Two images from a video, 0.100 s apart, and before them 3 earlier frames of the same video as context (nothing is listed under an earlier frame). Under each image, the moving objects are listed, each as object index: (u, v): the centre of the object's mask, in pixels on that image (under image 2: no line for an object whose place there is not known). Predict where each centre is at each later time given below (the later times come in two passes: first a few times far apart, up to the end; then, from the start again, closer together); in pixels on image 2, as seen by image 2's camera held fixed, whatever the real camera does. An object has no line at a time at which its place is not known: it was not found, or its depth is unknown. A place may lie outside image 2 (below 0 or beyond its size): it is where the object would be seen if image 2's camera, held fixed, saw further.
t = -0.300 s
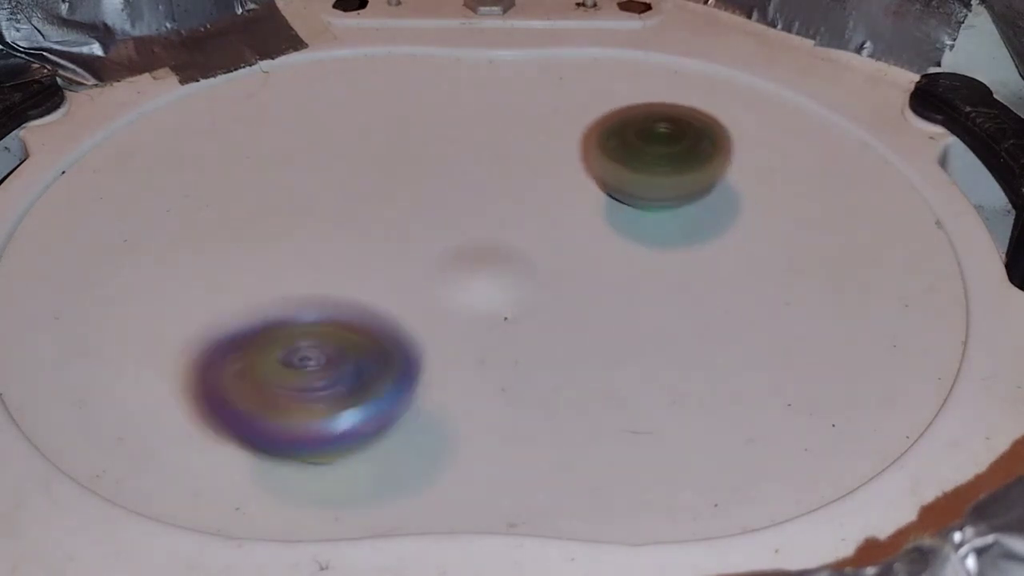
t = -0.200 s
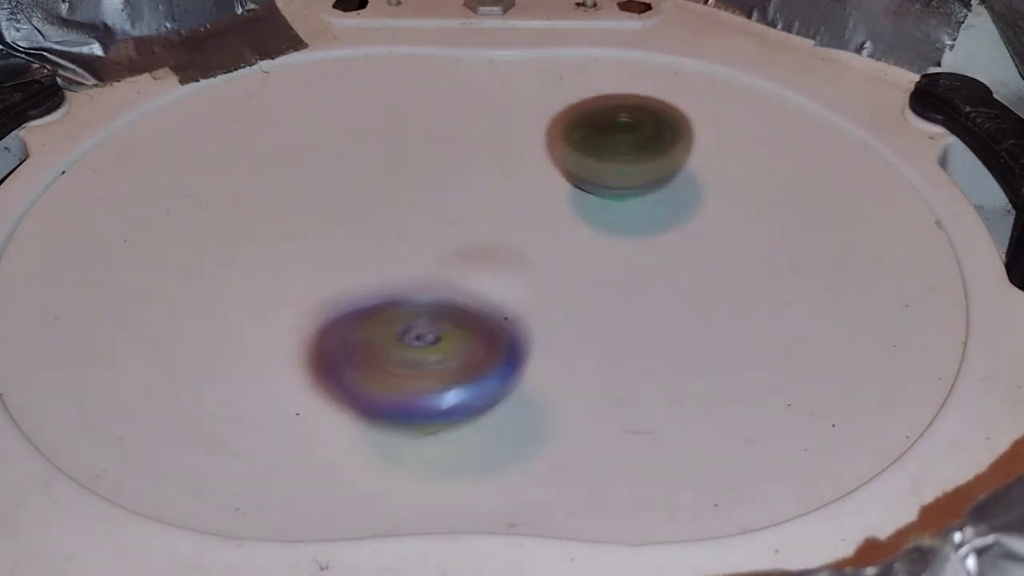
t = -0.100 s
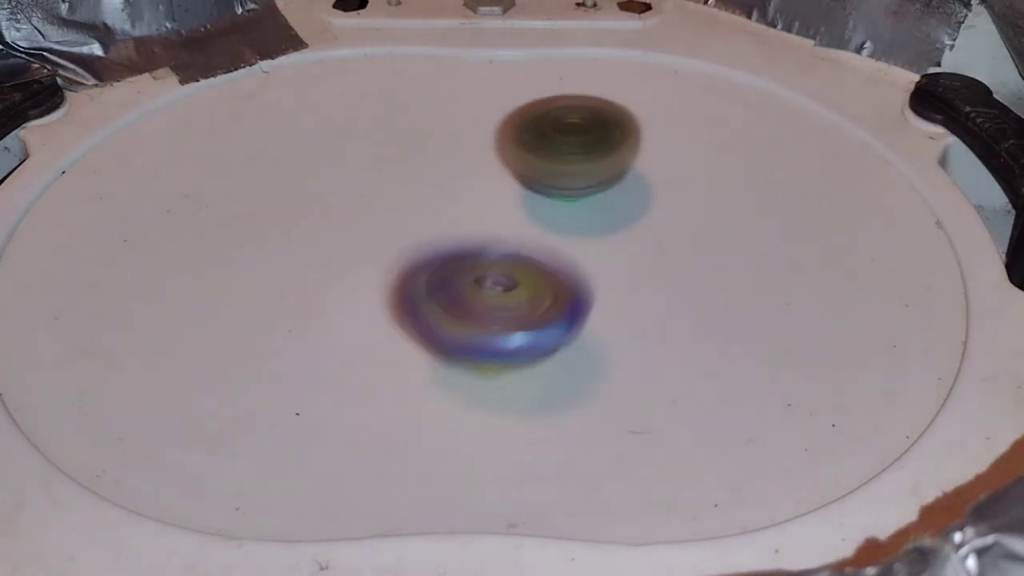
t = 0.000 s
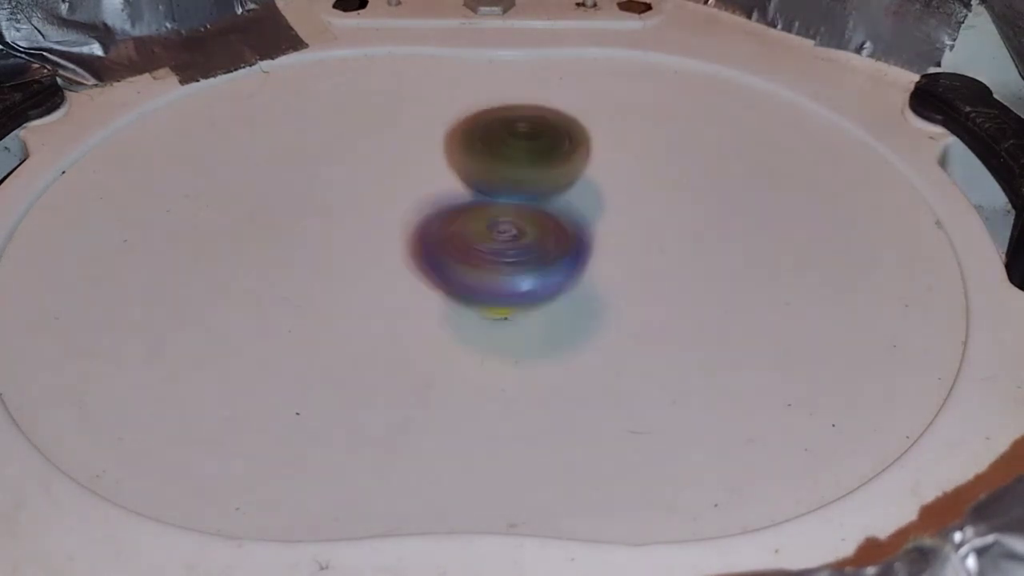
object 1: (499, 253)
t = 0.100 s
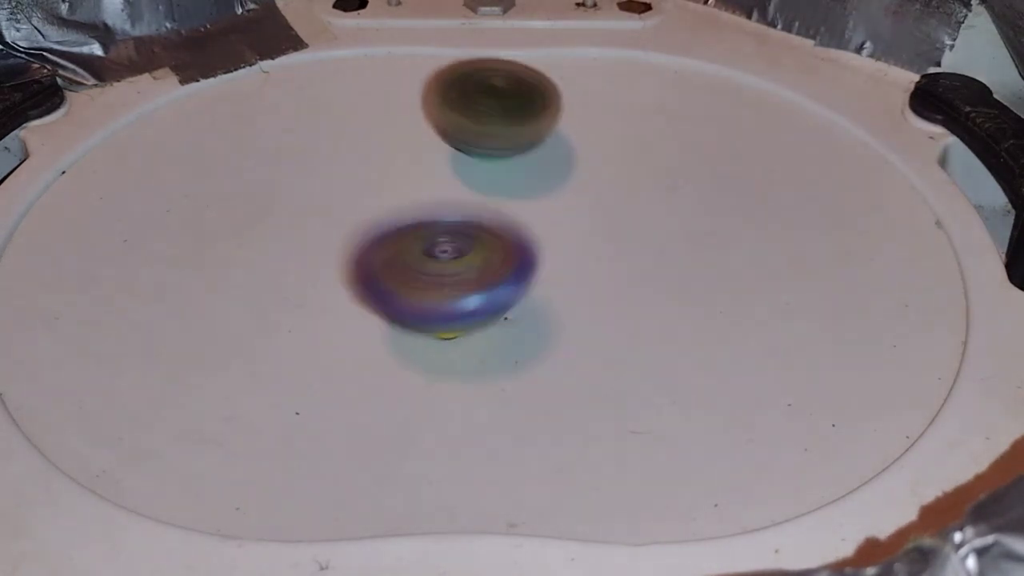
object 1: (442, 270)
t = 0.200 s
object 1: (394, 278)
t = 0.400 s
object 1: (363, 279)
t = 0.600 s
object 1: (370, 245)
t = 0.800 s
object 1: (447, 305)
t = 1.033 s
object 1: (636, 274)
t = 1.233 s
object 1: (610, 181)
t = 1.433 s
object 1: (545, 131)
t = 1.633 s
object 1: (523, 143)
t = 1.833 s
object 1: (573, 186)
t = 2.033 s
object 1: (650, 193)
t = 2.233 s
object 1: (630, 187)
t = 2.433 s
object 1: (625, 116)
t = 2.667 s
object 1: (507, 137)
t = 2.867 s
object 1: (575, 159)
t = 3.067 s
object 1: (674, 161)
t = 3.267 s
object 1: (744, 181)
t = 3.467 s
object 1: (731, 221)
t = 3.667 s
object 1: (639, 256)
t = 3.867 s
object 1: (523, 266)
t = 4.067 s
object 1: (423, 237)
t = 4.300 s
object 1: (358, 180)
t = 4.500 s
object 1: (359, 129)
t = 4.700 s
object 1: (386, 103)
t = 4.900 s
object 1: (426, 126)
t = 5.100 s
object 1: (464, 172)
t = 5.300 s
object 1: (579, 159)
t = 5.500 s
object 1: (596, 193)
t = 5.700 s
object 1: (560, 224)
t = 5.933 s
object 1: (517, 252)
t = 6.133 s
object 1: (513, 259)
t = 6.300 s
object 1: (505, 257)
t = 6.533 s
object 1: (517, 250)
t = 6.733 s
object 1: (519, 248)
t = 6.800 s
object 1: (516, 251)
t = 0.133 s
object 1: (425, 271)
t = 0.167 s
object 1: (407, 273)
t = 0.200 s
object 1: (394, 278)
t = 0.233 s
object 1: (380, 278)
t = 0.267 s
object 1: (373, 280)
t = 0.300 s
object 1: (365, 280)
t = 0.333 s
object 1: (363, 282)
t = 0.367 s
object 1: (362, 280)
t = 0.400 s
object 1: (363, 279)
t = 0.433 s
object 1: (368, 275)
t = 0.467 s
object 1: (368, 271)
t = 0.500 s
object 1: (372, 265)
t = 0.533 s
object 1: (371, 260)
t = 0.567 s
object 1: (370, 254)
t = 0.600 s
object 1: (370, 245)
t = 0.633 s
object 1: (366, 238)
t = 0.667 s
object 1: (370, 260)
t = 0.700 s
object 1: (379, 278)
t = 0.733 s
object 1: (397, 290)
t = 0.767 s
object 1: (419, 300)
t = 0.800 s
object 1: (447, 305)
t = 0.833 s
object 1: (478, 310)
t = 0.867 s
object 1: (509, 311)
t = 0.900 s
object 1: (541, 311)
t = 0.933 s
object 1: (572, 309)
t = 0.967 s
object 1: (599, 300)
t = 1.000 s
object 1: (622, 288)
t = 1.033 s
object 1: (636, 274)
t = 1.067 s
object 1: (644, 258)
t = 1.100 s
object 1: (646, 240)
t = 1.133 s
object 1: (643, 224)
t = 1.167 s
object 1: (636, 209)
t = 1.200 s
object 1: (626, 195)
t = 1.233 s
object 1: (610, 181)
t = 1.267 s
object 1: (593, 169)
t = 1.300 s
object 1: (582, 160)
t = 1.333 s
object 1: (585, 154)
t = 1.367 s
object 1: (580, 146)
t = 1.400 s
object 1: (560, 134)
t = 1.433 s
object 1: (545, 131)
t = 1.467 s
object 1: (529, 133)
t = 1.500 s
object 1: (527, 133)
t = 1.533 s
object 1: (526, 131)
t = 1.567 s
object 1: (523, 133)
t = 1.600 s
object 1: (522, 136)
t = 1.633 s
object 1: (523, 143)
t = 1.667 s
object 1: (525, 150)
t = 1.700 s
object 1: (529, 158)
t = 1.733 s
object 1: (537, 166)
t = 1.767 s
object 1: (547, 174)
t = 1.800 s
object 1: (559, 180)
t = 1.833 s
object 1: (573, 186)
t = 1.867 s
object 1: (588, 191)
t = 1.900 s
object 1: (603, 194)
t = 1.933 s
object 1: (618, 195)
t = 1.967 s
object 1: (633, 195)
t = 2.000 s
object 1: (643, 194)
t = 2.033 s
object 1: (650, 193)
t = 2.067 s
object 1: (652, 190)
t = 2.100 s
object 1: (655, 189)
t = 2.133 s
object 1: (650, 189)
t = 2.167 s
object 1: (645, 188)
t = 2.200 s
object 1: (638, 190)
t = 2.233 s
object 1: (630, 187)
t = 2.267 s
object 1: (644, 169)
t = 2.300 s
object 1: (650, 156)
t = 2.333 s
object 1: (647, 144)
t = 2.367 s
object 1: (643, 132)
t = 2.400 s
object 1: (636, 123)
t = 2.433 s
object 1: (625, 116)
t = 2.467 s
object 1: (610, 110)
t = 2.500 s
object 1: (593, 108)
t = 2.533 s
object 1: (574, 109)
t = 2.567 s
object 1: (556, 112)
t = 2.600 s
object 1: (538, 119)
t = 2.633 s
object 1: (521, 127)
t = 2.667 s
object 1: (507, 137)
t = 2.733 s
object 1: (483, 161)
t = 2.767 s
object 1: (478, 172)
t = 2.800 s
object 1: (520, 165)
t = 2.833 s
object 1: (553, 162)
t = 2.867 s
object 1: (575, 159)
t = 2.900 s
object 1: (592, 160)
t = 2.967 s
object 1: (627, 159)
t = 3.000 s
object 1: (643, 158)
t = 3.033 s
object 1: (659, 160)
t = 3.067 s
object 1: (674, 161)
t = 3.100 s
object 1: (690, 163)
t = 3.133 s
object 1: (703, 167)
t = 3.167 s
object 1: (716, 169)
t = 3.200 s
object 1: (726, 172)
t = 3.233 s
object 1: (736, 176)
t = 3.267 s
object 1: (744, 181)
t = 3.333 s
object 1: (751, 193)
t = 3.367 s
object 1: (749, 201)
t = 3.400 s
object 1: (746, 207)
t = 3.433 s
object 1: (739, 214)
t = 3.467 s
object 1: (731, 221)
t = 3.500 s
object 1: (718, 228)
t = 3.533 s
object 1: (703, 234)
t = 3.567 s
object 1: (690, 240)
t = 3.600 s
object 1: (675, 245)
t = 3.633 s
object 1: (656, 251)
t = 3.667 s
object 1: (639, 256)
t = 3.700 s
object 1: (620, 262)
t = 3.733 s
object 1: (600, 265)
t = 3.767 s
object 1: (581, 267)
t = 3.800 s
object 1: (561, 265)
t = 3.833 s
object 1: (541, 267)
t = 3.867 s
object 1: (523, 266)
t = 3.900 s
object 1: (504, 265)
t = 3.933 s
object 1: (486, 262)
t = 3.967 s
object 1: (469, 258)
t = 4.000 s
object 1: (453, 252)
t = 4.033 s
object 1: (438, 247)
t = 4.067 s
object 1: (423, 237)
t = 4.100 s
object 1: (411, 230)
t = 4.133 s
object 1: (398, 222)
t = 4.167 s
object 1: (386, 214)
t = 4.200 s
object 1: (378, 205)
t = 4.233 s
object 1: (372, 197)
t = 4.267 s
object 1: (365, 188)
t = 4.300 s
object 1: (358, 180)
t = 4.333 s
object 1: (356, 170)
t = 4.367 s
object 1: (355, 161)
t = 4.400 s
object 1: (356, 153)
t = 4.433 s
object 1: (355, 146)
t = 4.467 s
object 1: (356, 137)
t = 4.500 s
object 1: (359, 129)
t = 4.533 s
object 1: (361, 122)
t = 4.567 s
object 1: (365, 117)
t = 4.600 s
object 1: (371, 111)
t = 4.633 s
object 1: (375, 107)
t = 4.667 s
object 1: (379, 104)
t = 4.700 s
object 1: (386, 103)
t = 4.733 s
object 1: (391, 102)
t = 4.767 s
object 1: (398, 102)
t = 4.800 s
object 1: (404, 106)
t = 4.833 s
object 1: (412, 111)
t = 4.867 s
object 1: (418, 118)
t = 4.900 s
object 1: (426, 126)
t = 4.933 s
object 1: (434, 131)
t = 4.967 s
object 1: (440, 138)
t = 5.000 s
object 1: (447, 146)
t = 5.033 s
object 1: (453, 155)
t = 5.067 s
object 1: (459, 163)
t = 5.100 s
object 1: (464, 172)
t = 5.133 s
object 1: (470, 179)
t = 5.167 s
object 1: (505, 167)
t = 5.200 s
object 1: (536, 159)
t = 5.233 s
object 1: (554, 154)
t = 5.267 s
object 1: (571, 154)
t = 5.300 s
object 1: (579, 159)
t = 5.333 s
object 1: (585, 164)
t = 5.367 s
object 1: (590, 168)
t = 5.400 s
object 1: (595, 173)
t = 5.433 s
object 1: (597, 180)
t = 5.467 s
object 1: (598, 187)
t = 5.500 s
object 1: (596, 193)
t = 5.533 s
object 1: (593, 200)
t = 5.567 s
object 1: (588, 206)
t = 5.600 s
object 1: (582, 212)
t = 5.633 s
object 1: (573, 218)
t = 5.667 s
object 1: (563, 223)
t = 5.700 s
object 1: (560, 224)
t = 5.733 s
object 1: (566, 236)
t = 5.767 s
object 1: (569, 239)
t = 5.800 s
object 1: (555, 243)
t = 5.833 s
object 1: (547, 249)
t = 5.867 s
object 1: (537, 251)
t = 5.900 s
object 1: (530, 253)
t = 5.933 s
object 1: (517, 252)
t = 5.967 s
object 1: (505, 250)
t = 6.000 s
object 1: (501, 249)
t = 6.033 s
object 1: (507, 254)
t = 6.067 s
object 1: (502, 259)
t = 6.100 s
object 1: (501, 258)
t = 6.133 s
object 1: (513, 259)
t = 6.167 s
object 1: (514, 261)
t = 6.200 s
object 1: (506, 257)
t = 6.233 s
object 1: (510, 253)
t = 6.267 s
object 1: (511, 257)
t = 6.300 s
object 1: (505, 257)
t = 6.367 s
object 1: (509, 257)
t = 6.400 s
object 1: (511, 256)
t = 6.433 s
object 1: (517, 252)
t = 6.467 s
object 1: (521, 254)
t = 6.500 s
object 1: (518, 251)
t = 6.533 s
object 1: (517, 250)
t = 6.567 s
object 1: (517, 248)
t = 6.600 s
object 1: (522, 250)
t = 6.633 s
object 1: (518, 250)
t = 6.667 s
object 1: (520, 249)
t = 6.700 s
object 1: (520, 248)
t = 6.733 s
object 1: (519, 248)
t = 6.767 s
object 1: (519, 252)
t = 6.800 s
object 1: (516, 251)
